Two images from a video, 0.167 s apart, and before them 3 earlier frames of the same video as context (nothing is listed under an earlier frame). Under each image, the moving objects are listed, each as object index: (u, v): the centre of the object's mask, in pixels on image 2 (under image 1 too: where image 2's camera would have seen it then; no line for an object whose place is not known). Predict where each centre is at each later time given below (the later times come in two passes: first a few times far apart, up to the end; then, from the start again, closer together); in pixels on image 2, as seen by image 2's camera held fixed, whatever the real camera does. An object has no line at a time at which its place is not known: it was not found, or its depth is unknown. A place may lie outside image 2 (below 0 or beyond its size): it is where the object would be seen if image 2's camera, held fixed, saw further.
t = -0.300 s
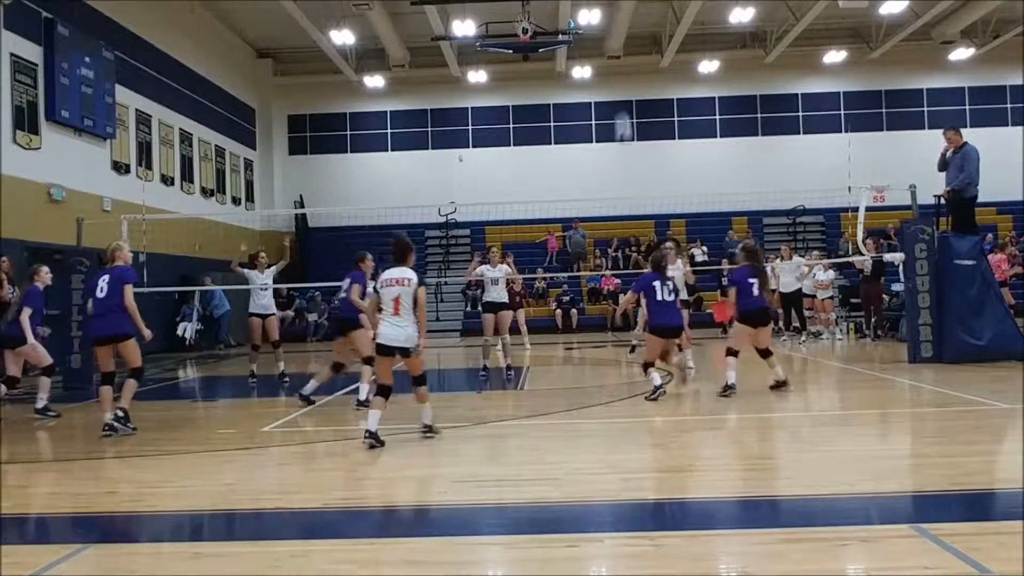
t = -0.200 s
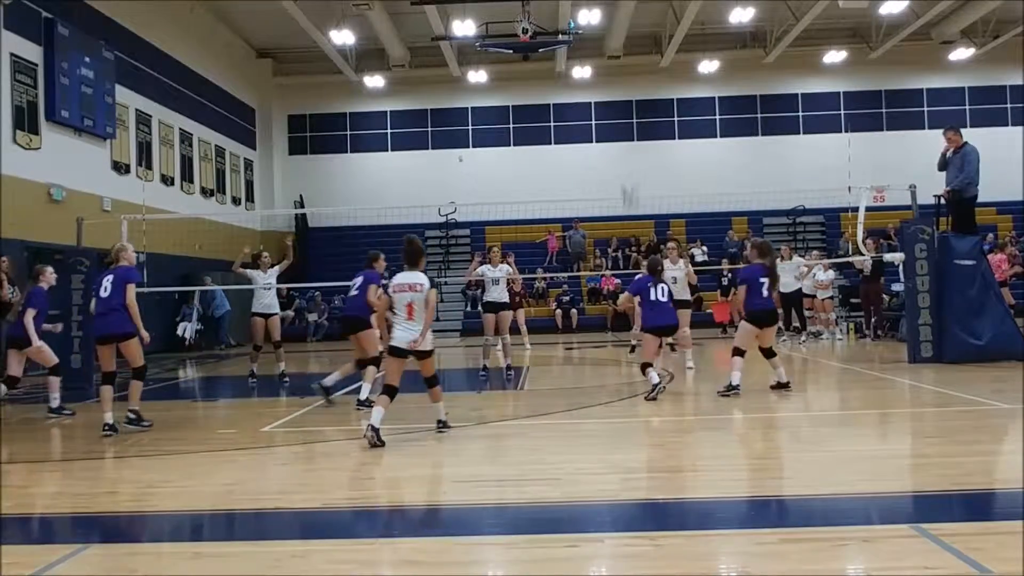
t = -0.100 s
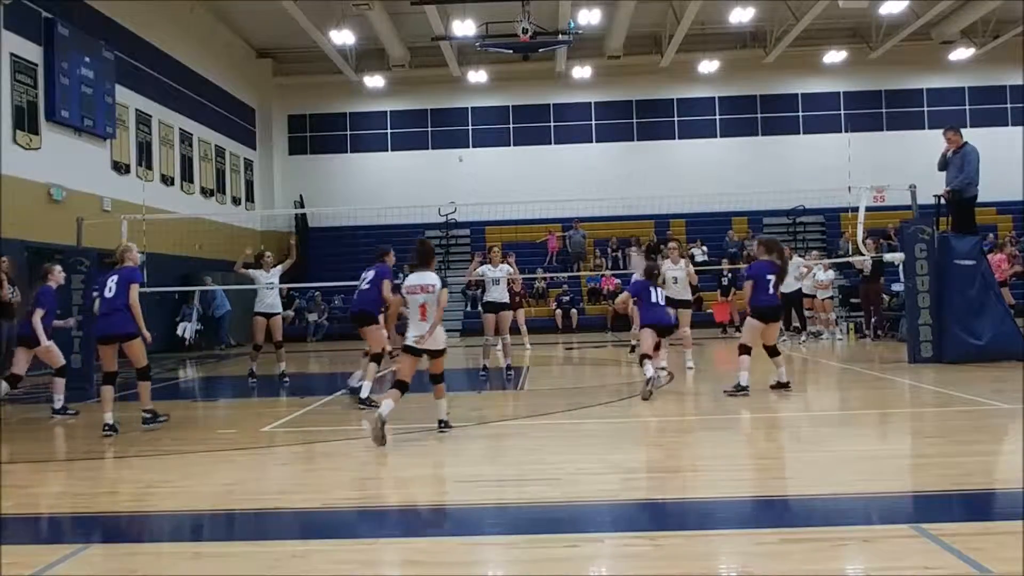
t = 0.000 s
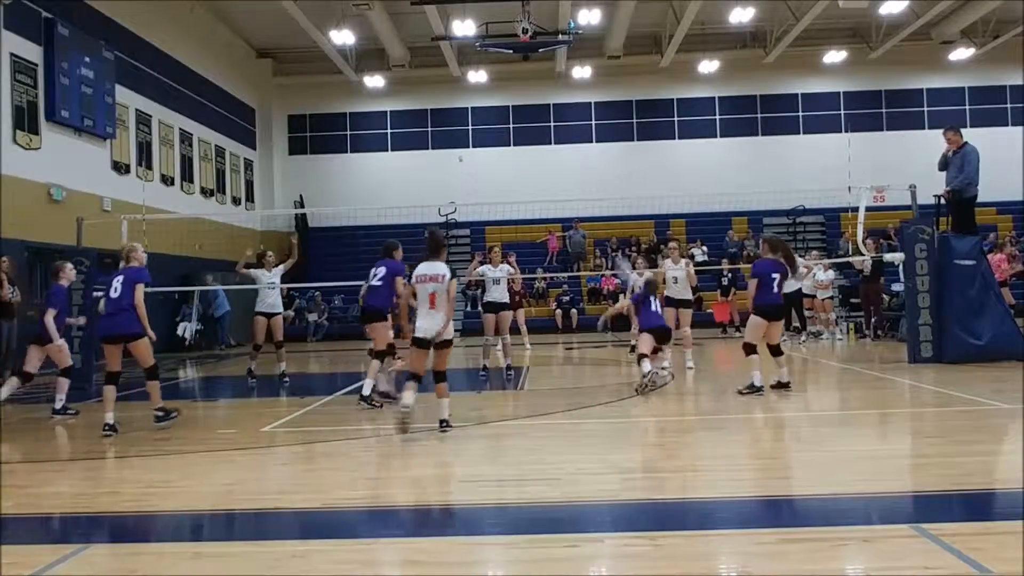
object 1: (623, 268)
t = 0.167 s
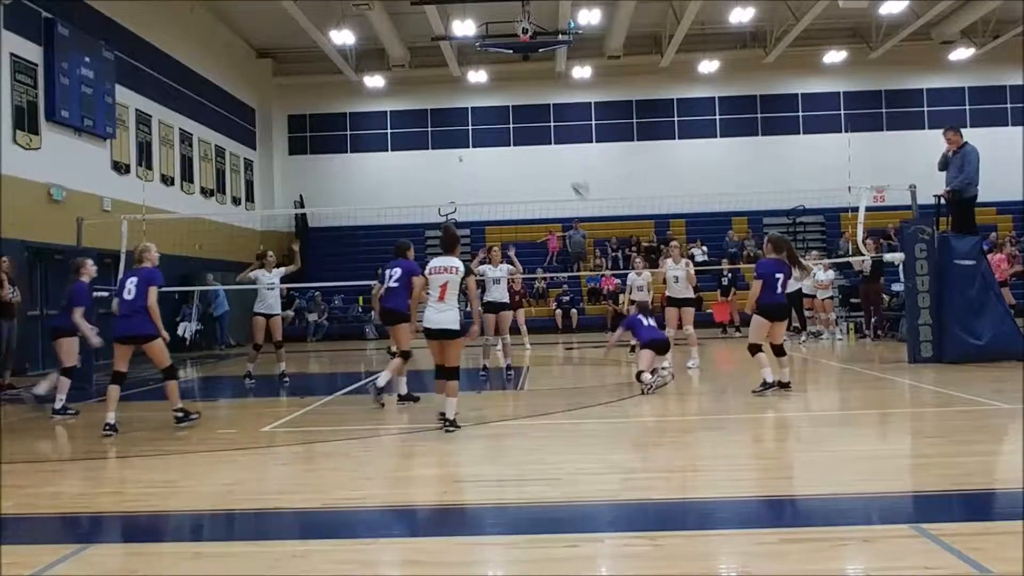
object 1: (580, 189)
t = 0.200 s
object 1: (571, 176)
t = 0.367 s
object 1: (532, 116)
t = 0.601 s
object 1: (490, 84)
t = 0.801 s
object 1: (444, 86)
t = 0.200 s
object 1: (571, 176)
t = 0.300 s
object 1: (548, 136)
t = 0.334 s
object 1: (541, 125)
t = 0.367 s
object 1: (532, 116)
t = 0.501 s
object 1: (503, 93)
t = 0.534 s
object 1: (498, 88)
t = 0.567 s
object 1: (492, 84)
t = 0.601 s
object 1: (490, 84)
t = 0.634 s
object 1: (482, 87)
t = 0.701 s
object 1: (463, 81)
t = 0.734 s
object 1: (457, 80)
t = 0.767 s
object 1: (452, 84)
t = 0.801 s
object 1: (444, 86)
